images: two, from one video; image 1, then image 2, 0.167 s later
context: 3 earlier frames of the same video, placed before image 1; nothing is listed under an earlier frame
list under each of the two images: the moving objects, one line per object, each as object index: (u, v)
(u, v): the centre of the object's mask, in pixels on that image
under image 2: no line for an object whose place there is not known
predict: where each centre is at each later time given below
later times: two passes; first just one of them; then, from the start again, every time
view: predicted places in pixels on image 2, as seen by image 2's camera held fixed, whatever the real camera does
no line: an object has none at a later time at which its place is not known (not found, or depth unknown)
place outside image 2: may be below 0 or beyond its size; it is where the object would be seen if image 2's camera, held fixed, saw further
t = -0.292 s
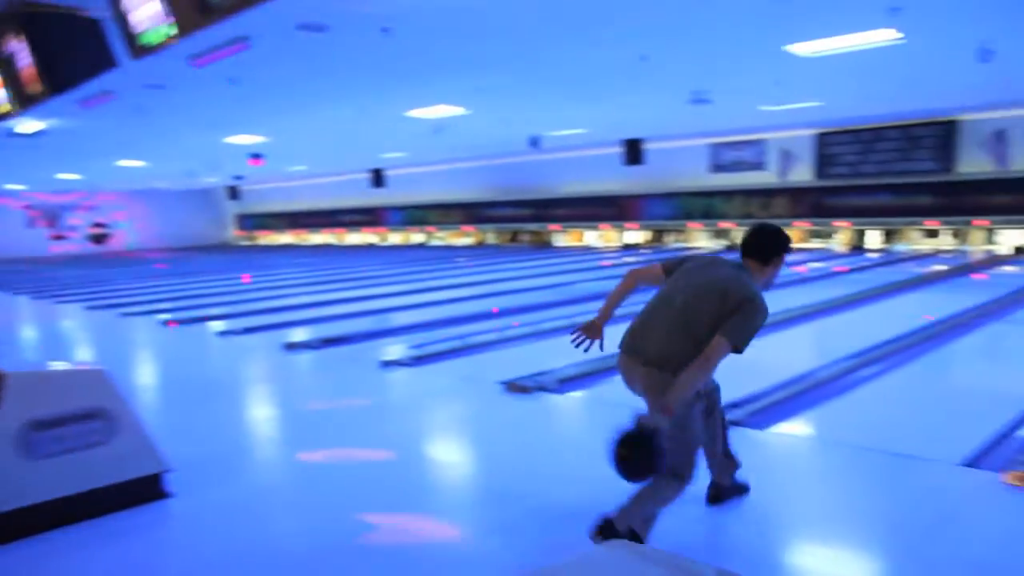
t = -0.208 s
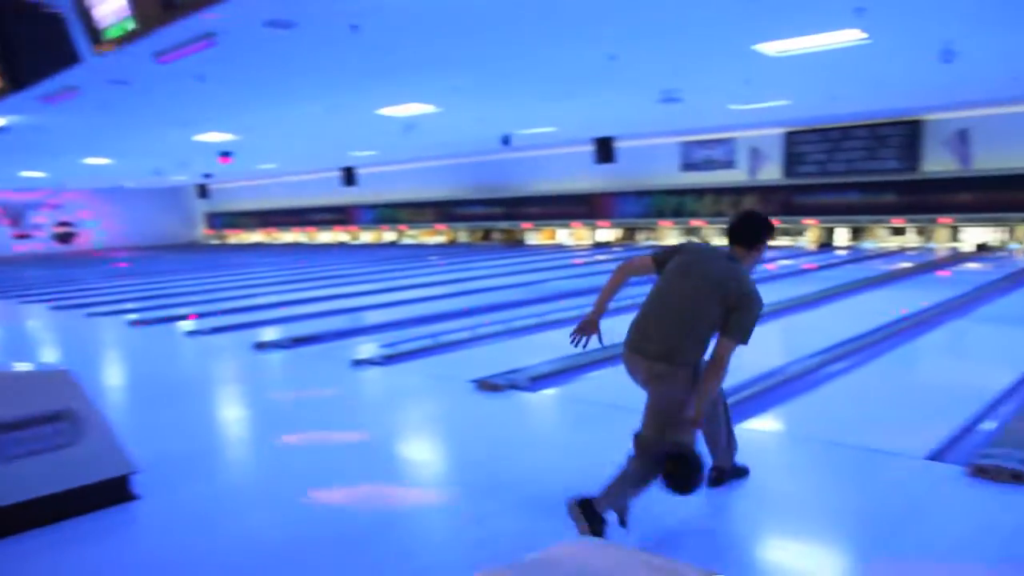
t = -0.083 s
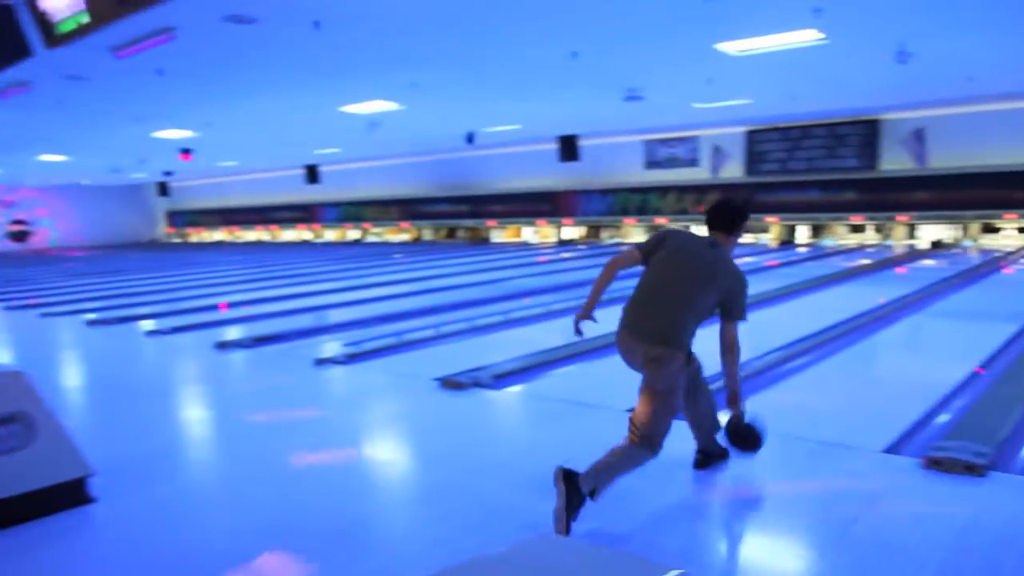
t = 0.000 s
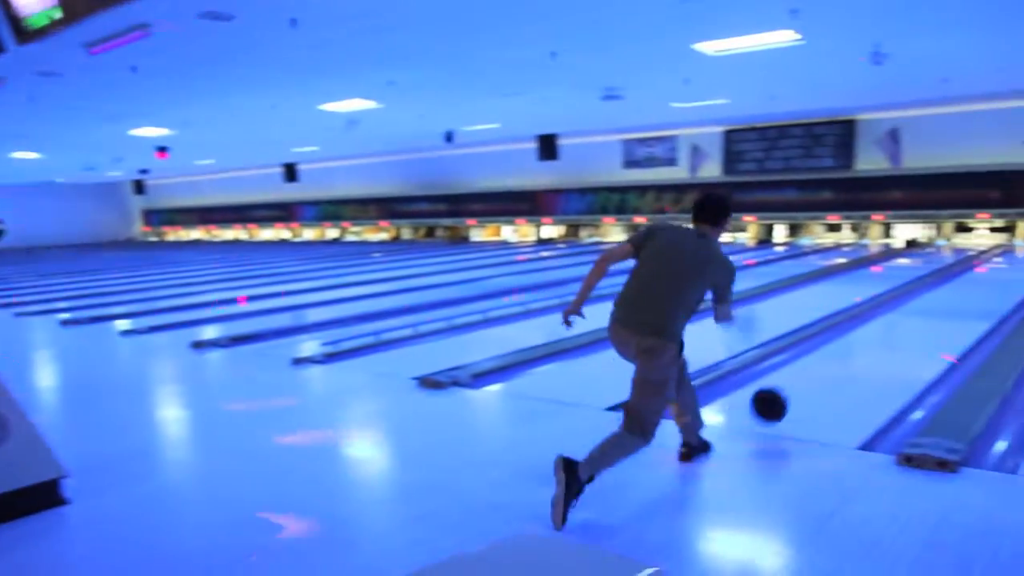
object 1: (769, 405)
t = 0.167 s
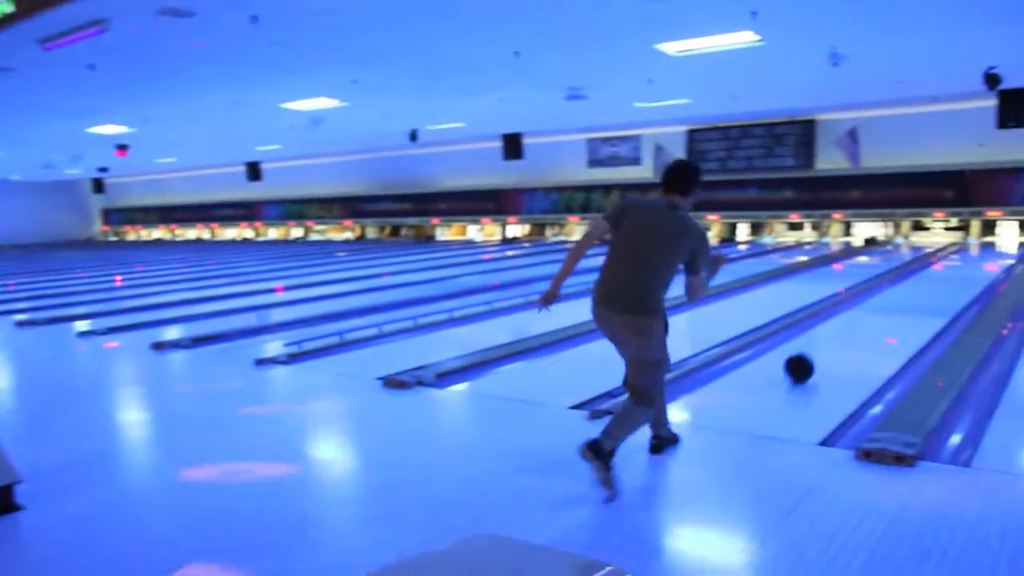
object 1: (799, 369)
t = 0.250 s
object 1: (823, 352)
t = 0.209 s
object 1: (811, 360)
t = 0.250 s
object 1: (823, 352)
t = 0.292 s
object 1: (833, 345)
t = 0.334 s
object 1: (843, 338)
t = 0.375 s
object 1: (851, 332)
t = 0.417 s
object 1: (859, 326)
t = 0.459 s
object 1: (866, 320)
